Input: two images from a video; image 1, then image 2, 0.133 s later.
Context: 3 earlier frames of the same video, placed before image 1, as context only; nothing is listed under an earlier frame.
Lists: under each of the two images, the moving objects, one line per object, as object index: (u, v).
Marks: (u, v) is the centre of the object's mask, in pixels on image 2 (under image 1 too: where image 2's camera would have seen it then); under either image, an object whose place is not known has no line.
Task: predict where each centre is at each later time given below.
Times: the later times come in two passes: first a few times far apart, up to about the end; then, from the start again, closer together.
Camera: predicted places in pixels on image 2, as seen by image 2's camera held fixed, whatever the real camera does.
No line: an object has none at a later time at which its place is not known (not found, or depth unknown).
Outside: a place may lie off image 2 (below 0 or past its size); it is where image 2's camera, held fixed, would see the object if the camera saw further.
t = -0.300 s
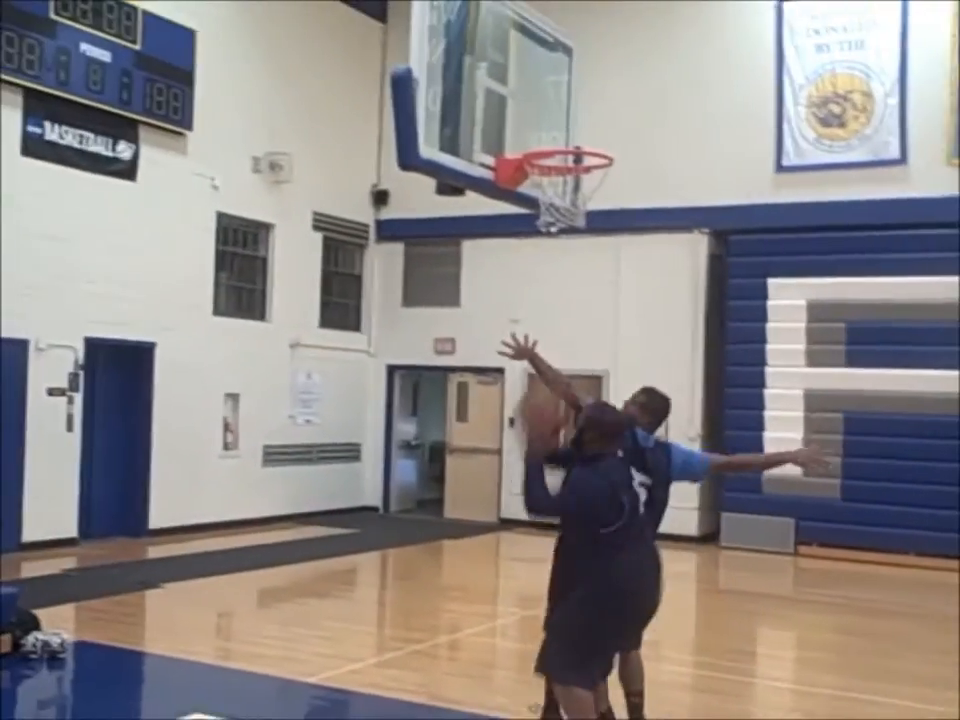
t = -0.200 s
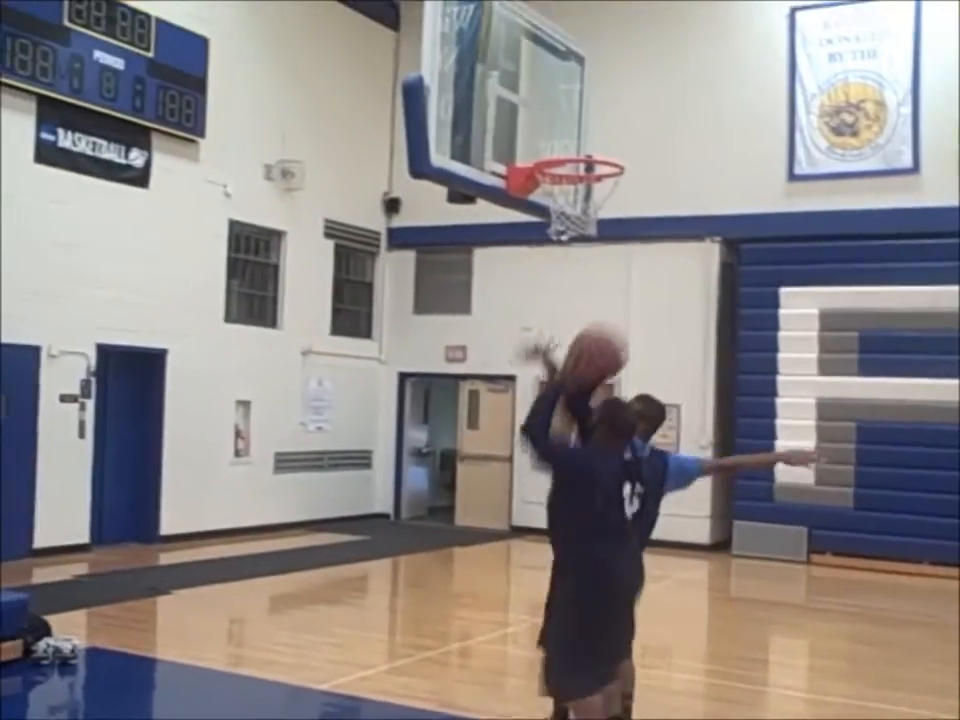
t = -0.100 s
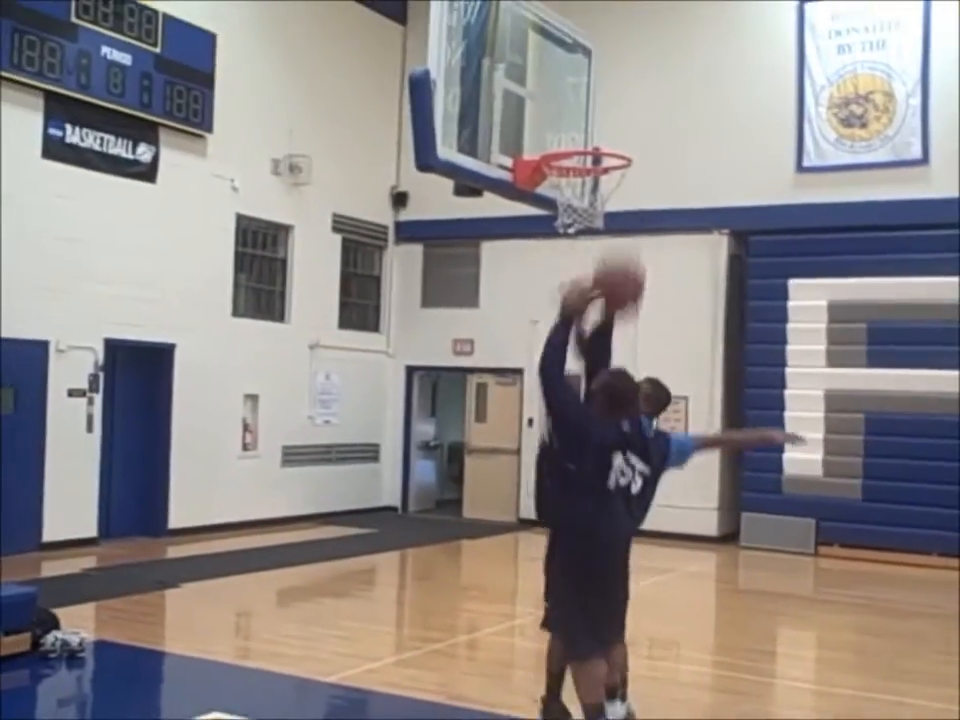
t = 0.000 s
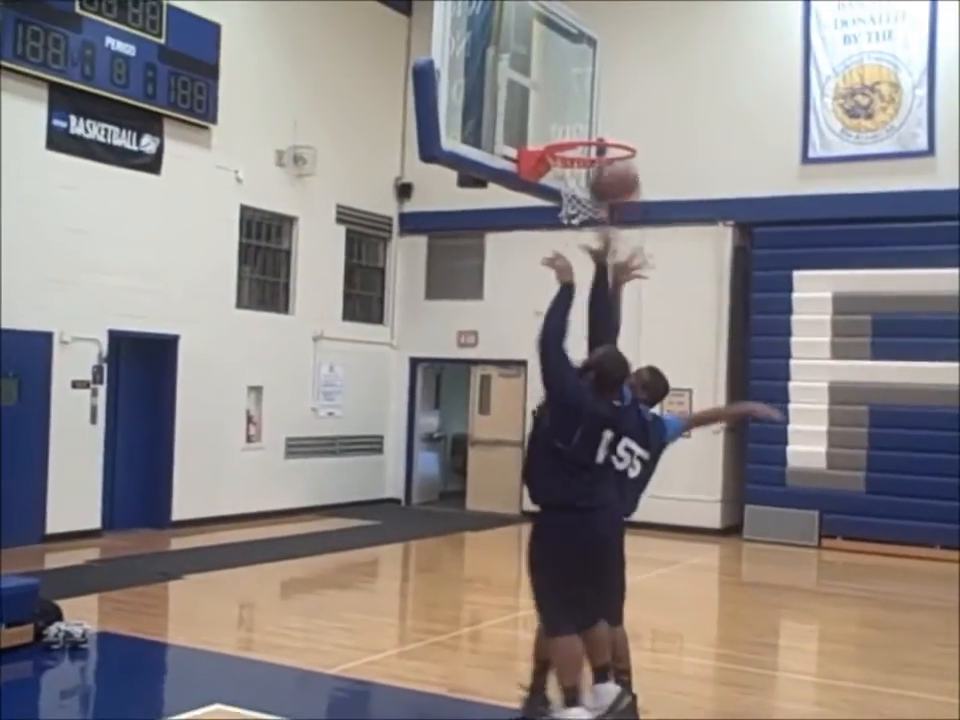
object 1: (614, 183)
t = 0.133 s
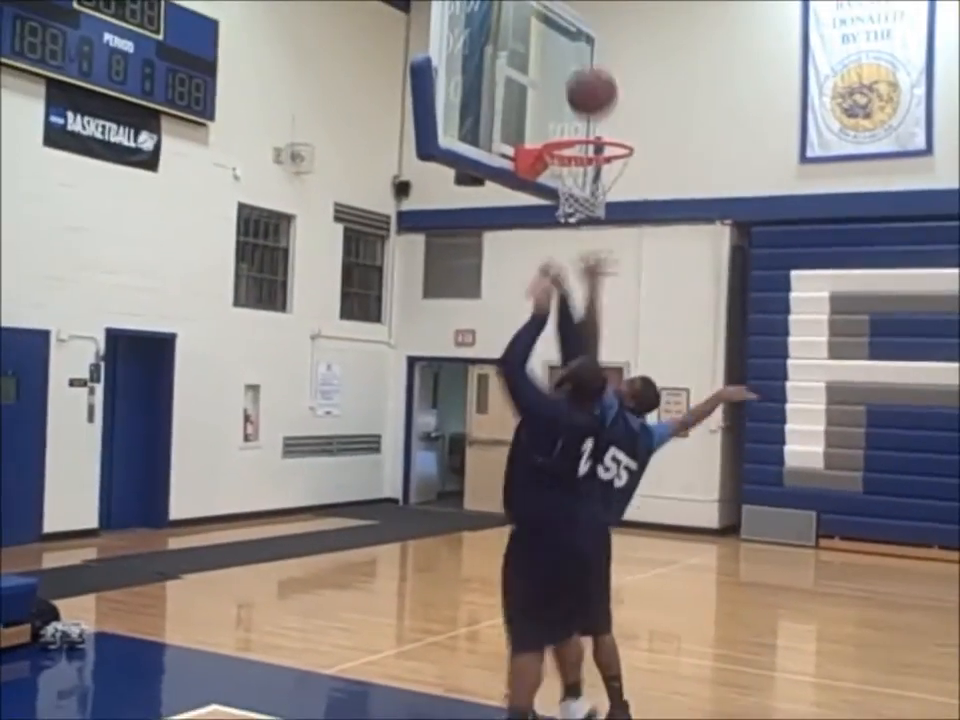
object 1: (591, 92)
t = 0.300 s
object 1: (568, 36)
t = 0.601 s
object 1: (530, 70)
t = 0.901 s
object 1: (607, 189)
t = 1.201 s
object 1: (603, 193)
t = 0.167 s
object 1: (586, 76)
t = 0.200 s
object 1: (583, 64)
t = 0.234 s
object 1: (578, 52)
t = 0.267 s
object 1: (572, 42)
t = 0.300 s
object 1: (568, 36)
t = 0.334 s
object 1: (562, 32)
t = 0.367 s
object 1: (560, 30)
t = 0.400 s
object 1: (555, 30)
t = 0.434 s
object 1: (548, 30)
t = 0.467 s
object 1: (544, 37)
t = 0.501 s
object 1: (540, 44)
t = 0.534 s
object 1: (536, 50)
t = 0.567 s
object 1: (530, 61)
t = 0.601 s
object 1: (530, 70)
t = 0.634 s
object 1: (540, 82)
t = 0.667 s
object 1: (548, 96)
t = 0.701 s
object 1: (553, 110)
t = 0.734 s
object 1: (562, 123)
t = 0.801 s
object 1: (581, 155)
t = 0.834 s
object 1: (590, 167)
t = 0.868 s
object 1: (599, 183)
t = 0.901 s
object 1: (607, 189)
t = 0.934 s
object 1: (611, 187)
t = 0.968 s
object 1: (613, 184)
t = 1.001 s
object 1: (615, 182)
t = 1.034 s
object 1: (615, 181)
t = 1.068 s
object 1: (615, 182)
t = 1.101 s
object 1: (613, 183)
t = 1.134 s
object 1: (610, 186)
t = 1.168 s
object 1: (606, 189)
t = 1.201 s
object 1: (603, 193)
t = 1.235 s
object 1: (596, 195)
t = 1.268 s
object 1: (592, 196)
